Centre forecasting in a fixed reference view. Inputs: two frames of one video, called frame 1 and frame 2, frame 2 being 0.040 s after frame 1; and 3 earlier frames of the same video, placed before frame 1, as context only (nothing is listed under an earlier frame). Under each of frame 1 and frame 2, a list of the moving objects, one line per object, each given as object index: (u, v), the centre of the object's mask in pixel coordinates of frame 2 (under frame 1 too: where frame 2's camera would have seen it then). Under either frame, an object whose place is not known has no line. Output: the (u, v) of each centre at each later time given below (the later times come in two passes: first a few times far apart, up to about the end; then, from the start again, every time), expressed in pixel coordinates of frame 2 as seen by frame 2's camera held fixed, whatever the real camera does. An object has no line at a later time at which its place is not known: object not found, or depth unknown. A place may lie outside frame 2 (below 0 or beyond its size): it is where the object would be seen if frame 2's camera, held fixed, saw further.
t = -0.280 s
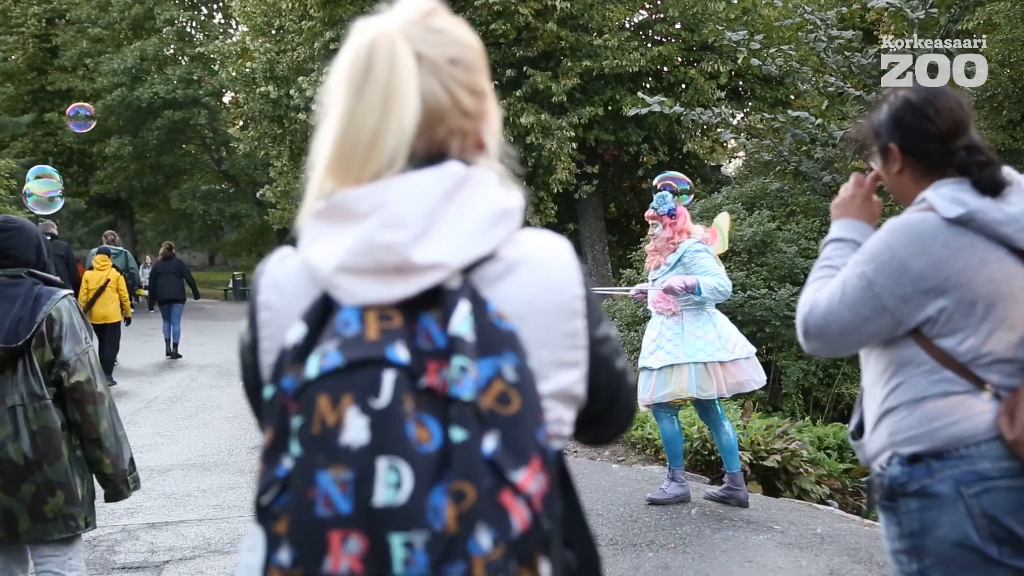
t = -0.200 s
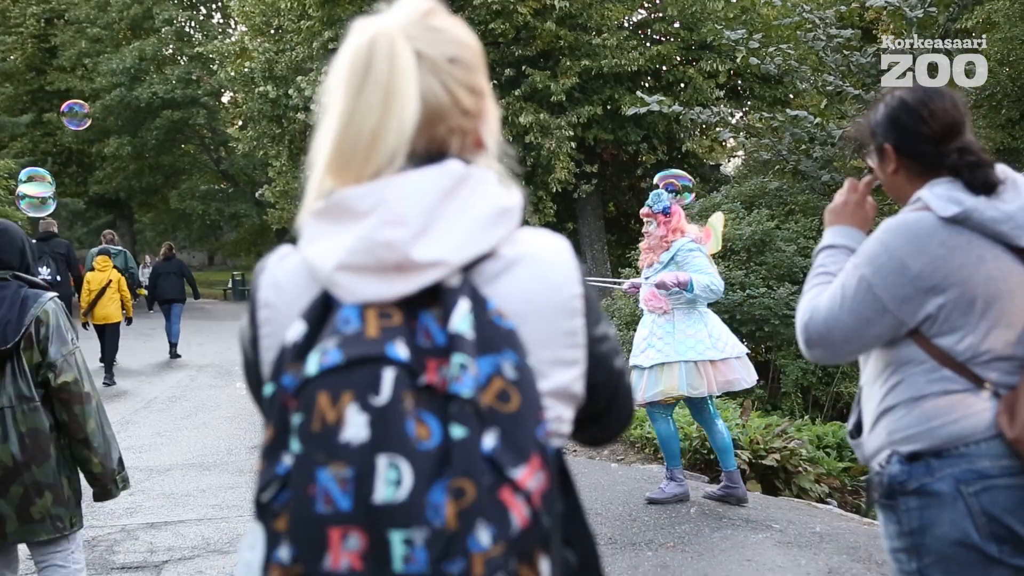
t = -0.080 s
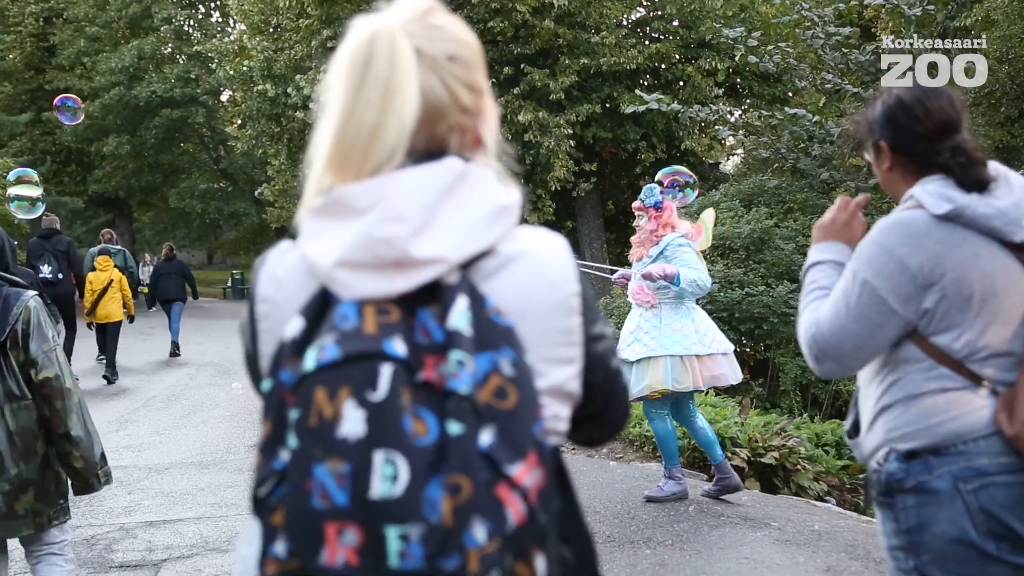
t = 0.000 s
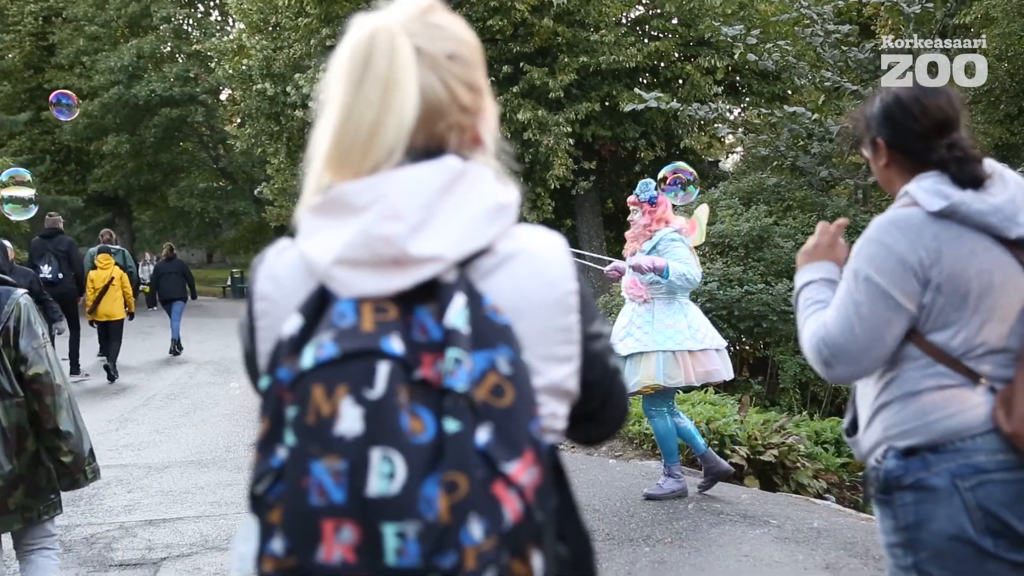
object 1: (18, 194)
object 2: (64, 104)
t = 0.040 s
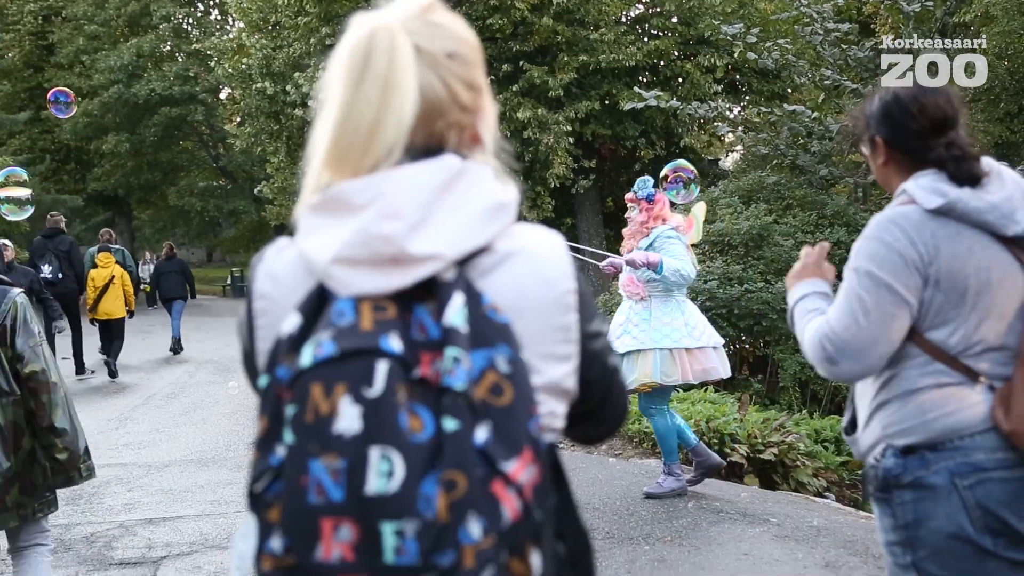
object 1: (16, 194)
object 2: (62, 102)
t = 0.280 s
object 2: (49, 92)
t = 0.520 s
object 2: (35, 81)
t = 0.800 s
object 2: (17, 67)
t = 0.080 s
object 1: (14, 195)
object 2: (59, 101)
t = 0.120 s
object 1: (13, 196)
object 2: (58, 99)
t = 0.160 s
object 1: (11, 198)
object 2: (56, 97)
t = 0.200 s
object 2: (53, 96)
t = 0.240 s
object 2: (52, 94)
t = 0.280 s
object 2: (49, 92)
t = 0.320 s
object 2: (47, 90)
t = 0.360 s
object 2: (45, 88)
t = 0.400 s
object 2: (43, 86)
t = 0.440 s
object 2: (40, 85)
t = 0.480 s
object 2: (38, 83)
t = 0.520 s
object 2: (35, 81)
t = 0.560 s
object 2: (33, 79)
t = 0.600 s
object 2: (30, 77)
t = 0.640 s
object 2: (28, 75)
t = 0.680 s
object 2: (25, 73)
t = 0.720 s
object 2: (22, 71)
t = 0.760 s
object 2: (20, 69)
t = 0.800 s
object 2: (17, 67)
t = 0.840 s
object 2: (14, 65)
